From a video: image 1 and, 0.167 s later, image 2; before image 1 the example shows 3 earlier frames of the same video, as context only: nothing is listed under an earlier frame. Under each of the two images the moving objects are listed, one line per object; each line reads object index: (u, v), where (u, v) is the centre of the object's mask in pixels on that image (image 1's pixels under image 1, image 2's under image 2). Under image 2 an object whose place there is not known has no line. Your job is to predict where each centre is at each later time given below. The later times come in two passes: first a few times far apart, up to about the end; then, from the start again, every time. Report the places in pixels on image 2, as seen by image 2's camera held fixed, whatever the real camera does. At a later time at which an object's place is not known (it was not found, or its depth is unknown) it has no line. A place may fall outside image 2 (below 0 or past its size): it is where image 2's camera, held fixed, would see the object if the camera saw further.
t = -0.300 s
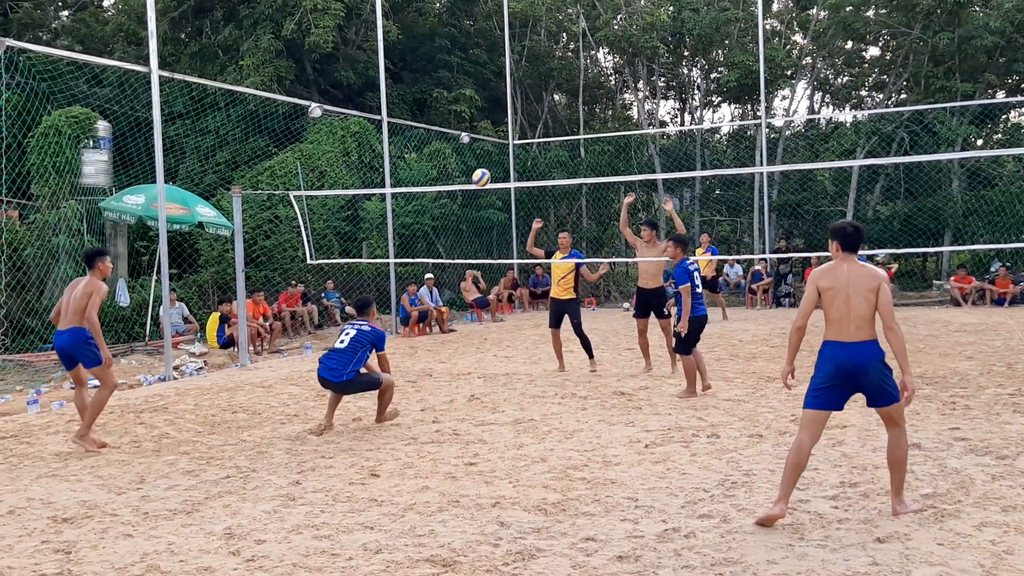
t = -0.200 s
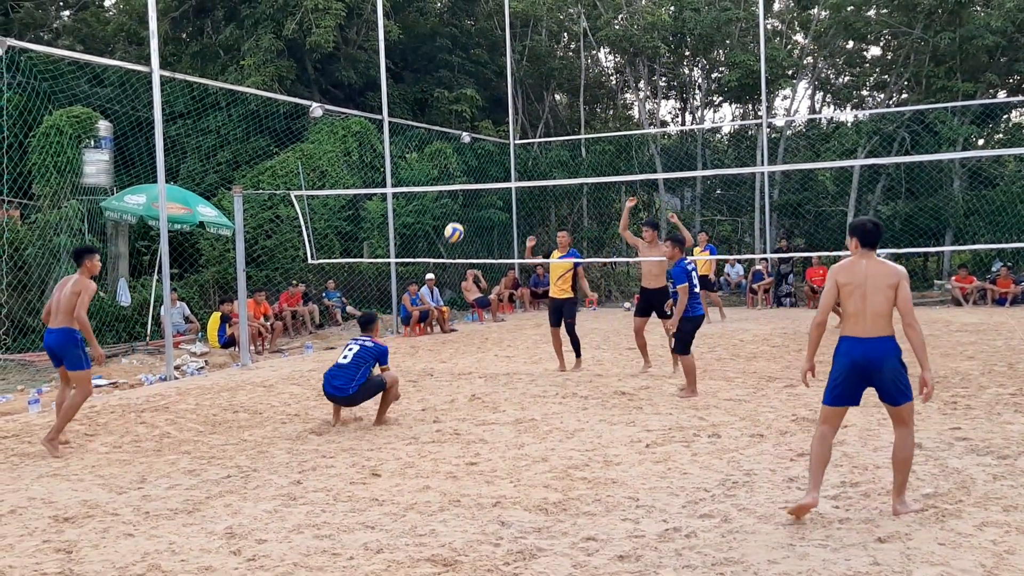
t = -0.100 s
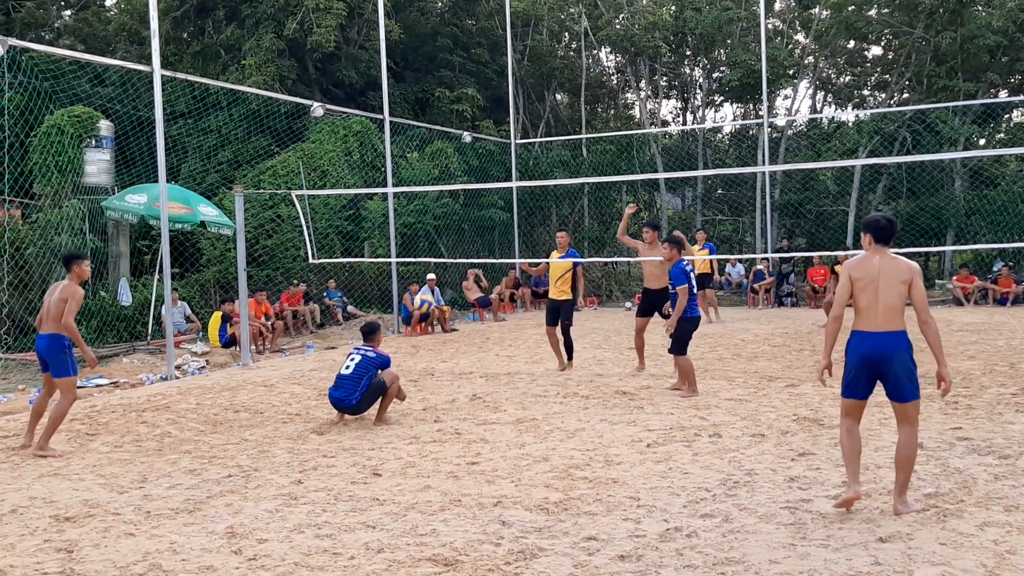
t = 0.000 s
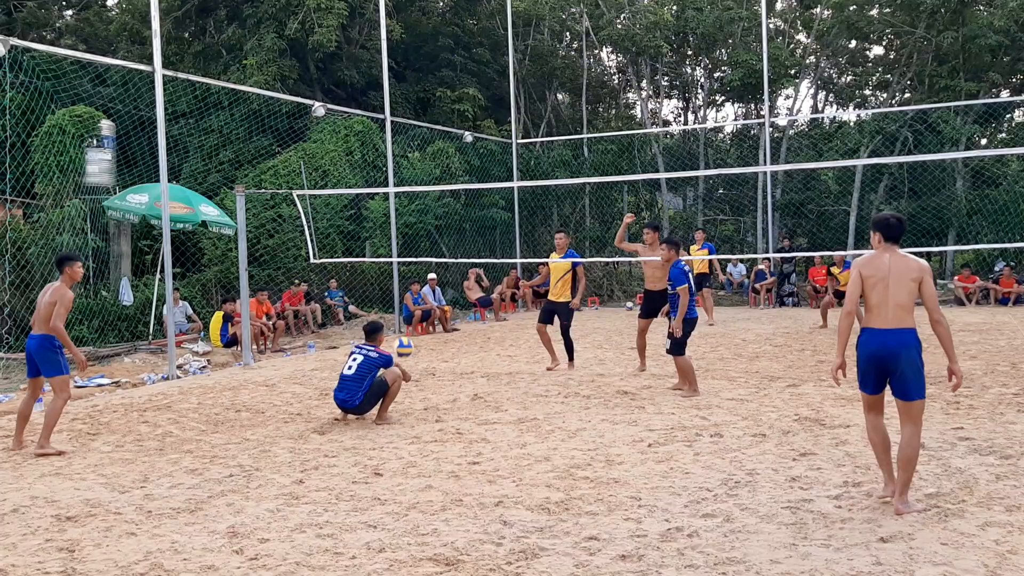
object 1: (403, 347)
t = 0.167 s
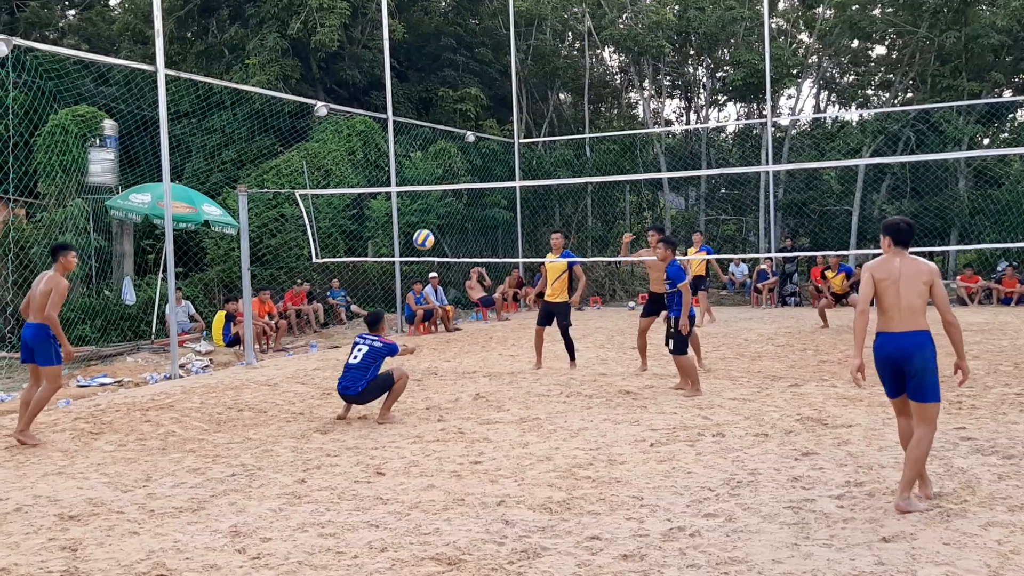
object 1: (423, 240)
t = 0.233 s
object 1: (431, 205)
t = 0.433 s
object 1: (454, 126)
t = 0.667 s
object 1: (481, 85)
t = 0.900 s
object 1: (510, 94)
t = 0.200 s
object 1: (427, 222)
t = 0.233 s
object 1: (431, 205)
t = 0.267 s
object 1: (434, 189)
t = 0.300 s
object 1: (438, 174)
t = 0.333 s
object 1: (442, 161)
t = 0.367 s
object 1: (446, 148)
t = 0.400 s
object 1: (450, 137)
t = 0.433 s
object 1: (454, 126)
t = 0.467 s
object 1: (457, 117)
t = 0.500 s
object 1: (462, 110)
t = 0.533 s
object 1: (465, 102)
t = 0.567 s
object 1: (469, 96)
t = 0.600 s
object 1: (473, 91)
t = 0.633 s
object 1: (477, 87)
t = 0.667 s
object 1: (481, 85)
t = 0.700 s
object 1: (485, 83)
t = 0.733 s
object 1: (489, 82)
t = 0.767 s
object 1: (494, 83)
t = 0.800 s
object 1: (497, 84)
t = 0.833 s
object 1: (502, 87)
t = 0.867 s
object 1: (506, 90)
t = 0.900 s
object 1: (510, 94)
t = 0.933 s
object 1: (514, 100)
